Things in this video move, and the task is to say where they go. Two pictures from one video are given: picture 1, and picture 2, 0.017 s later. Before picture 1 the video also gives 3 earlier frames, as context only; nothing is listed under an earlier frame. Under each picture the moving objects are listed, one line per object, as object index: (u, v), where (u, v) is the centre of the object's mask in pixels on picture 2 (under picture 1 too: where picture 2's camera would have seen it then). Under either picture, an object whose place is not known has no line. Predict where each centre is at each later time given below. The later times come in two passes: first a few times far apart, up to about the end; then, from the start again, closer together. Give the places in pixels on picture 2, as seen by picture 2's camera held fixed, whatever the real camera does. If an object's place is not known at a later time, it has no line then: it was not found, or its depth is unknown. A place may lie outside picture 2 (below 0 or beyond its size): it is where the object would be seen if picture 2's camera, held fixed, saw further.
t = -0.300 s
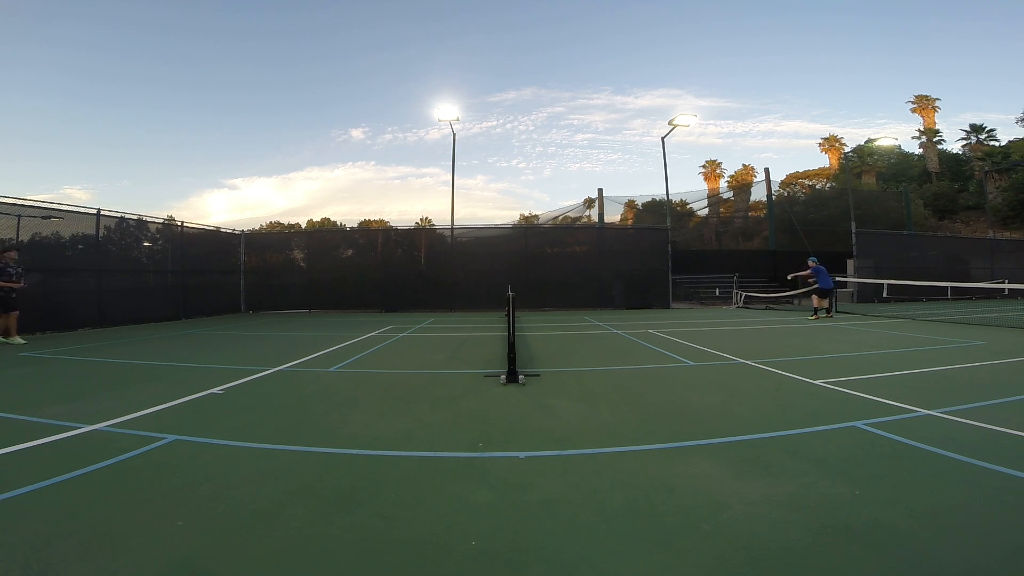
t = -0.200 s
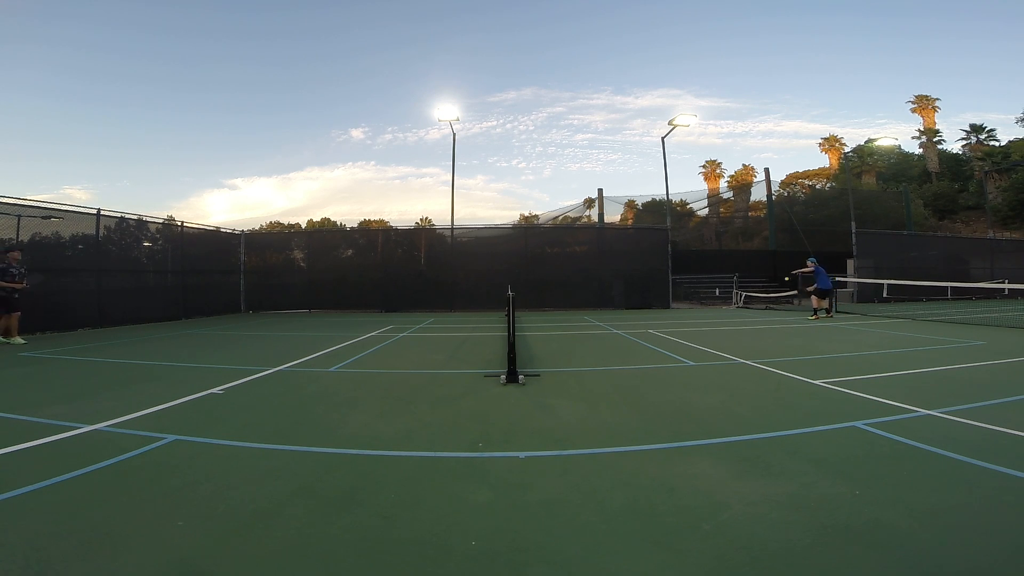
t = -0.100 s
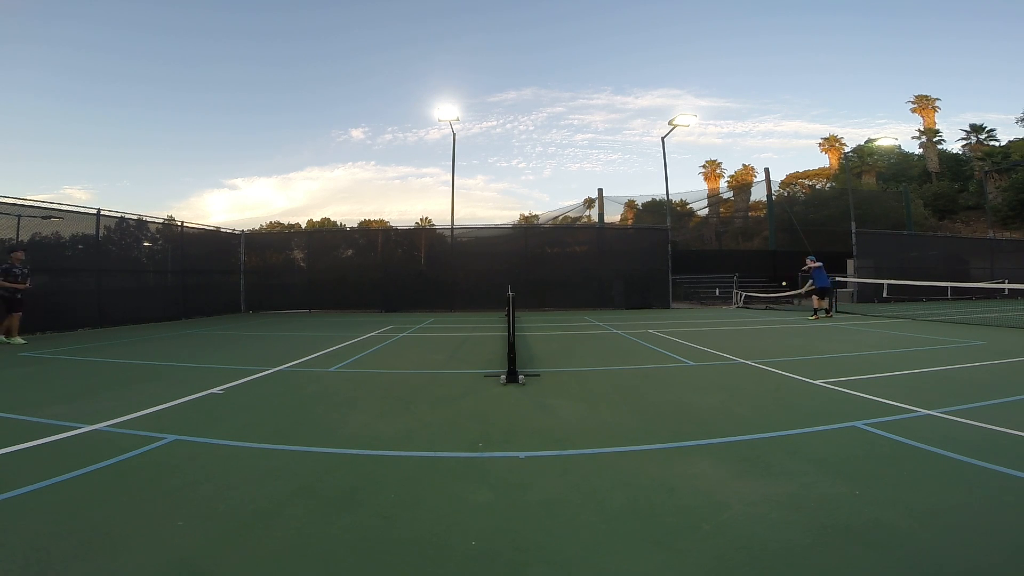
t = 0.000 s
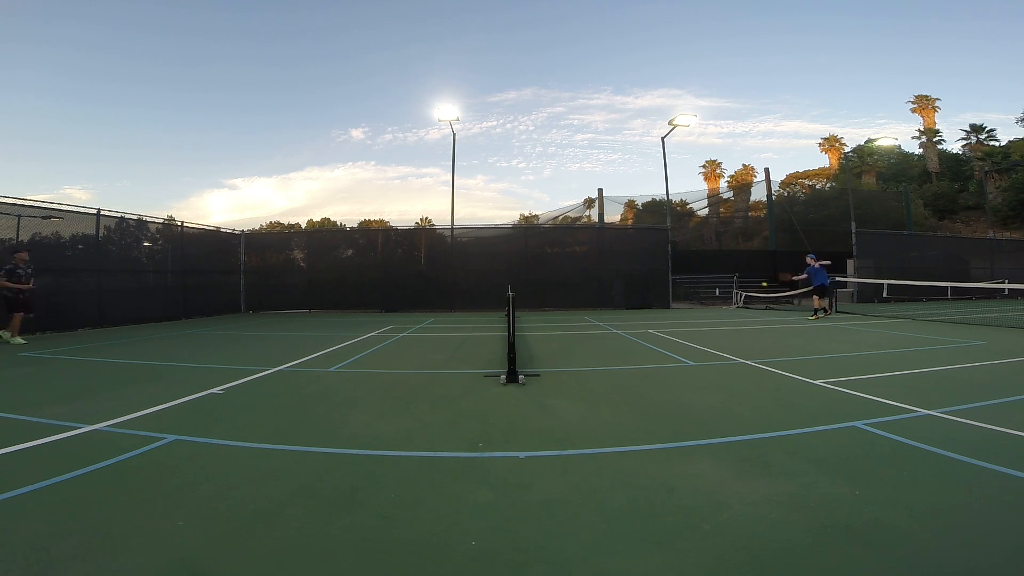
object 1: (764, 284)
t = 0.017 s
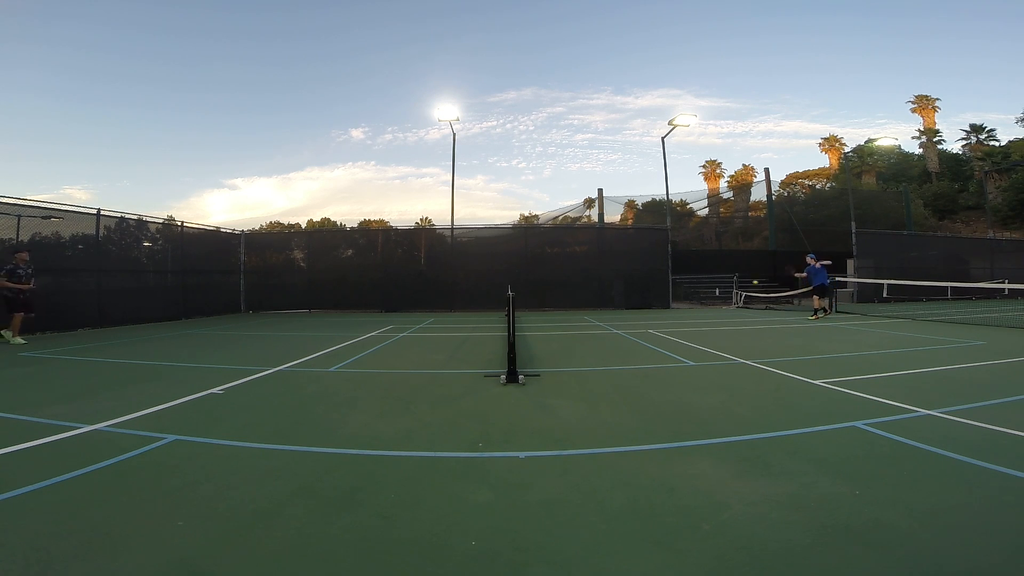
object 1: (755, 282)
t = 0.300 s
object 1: (574, 269)
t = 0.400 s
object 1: (502, 275)
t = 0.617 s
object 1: (338, 310)
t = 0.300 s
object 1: (574, 269)
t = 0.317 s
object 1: (562, 269)
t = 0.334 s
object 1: (550, 270)
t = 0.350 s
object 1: (538, 270)
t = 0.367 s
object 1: (526, 272)
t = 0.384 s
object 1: (514, 273)
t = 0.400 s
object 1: (502, 275)
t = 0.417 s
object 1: (490, 276)
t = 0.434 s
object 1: (478, 278)
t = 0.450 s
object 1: (465, 280)
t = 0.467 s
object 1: (453, 282)
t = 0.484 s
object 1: (440, 285)
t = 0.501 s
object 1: (427, 287)
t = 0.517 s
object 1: (414, 290)
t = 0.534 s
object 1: (401, 292)
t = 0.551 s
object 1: (388, 296)
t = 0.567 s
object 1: (376, 299)
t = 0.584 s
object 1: (363, 303)
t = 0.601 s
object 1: (350, 306)
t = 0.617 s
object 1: (338, 310)
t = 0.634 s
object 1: (325, 313)
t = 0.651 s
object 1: (312, 317)
